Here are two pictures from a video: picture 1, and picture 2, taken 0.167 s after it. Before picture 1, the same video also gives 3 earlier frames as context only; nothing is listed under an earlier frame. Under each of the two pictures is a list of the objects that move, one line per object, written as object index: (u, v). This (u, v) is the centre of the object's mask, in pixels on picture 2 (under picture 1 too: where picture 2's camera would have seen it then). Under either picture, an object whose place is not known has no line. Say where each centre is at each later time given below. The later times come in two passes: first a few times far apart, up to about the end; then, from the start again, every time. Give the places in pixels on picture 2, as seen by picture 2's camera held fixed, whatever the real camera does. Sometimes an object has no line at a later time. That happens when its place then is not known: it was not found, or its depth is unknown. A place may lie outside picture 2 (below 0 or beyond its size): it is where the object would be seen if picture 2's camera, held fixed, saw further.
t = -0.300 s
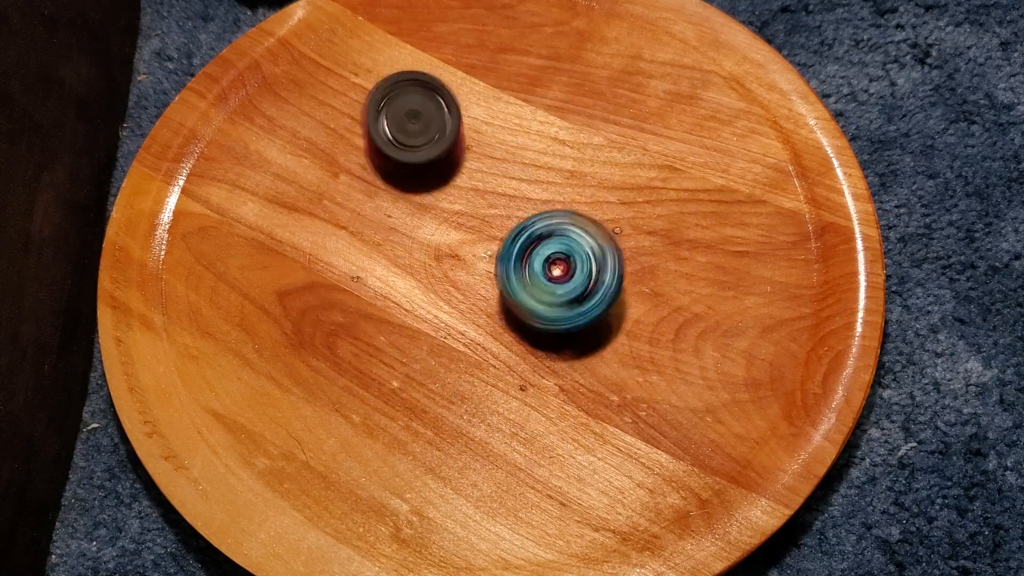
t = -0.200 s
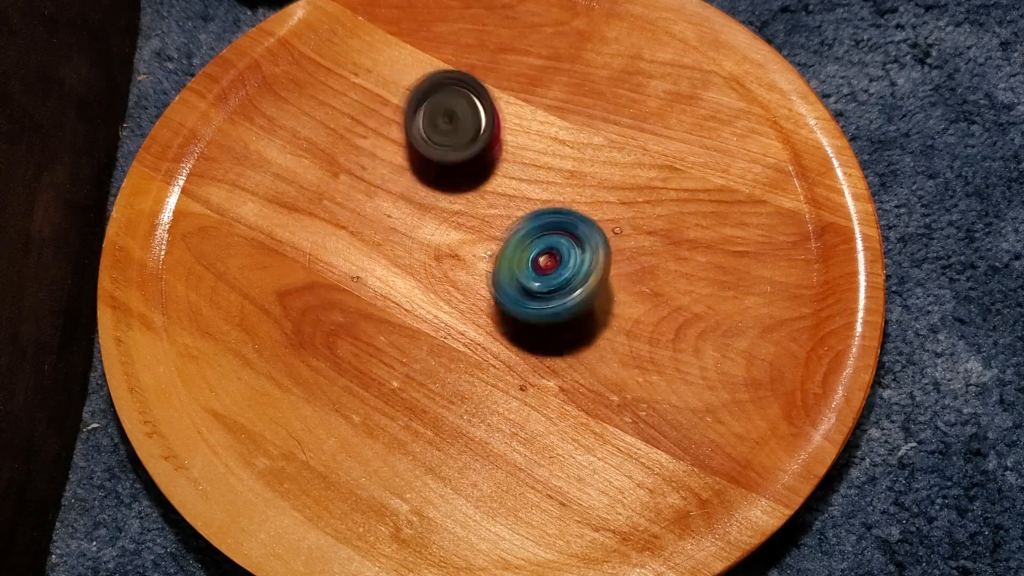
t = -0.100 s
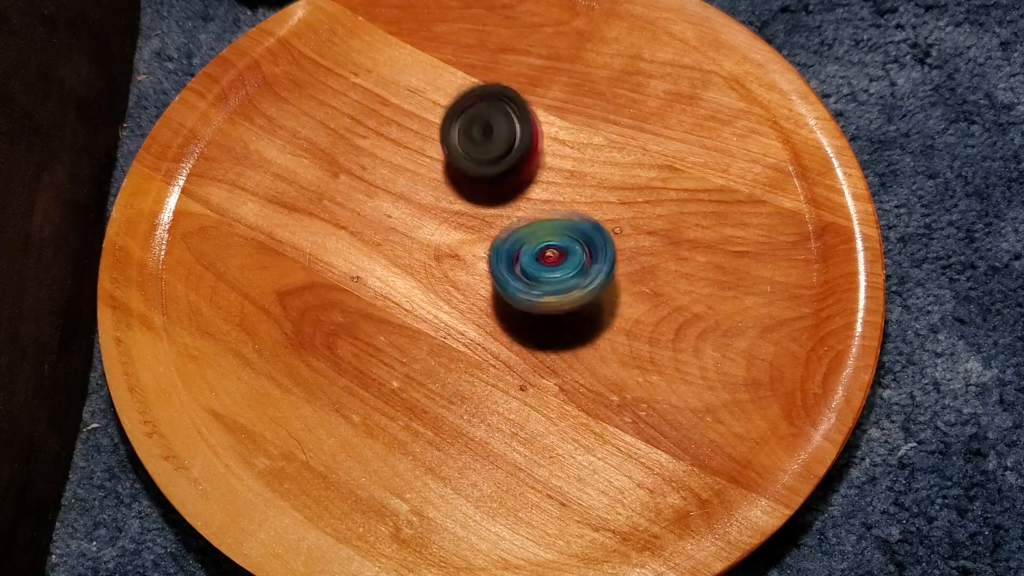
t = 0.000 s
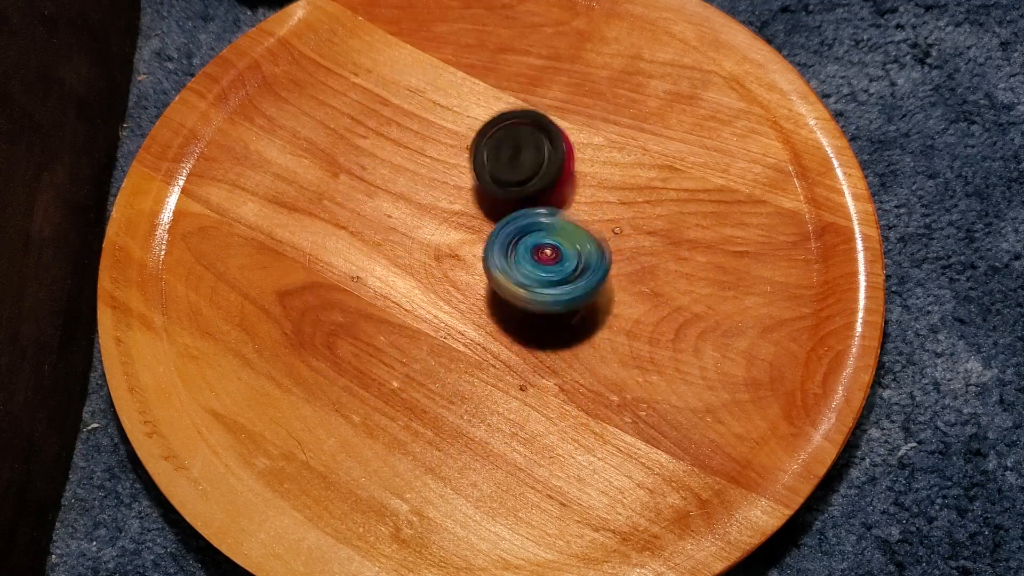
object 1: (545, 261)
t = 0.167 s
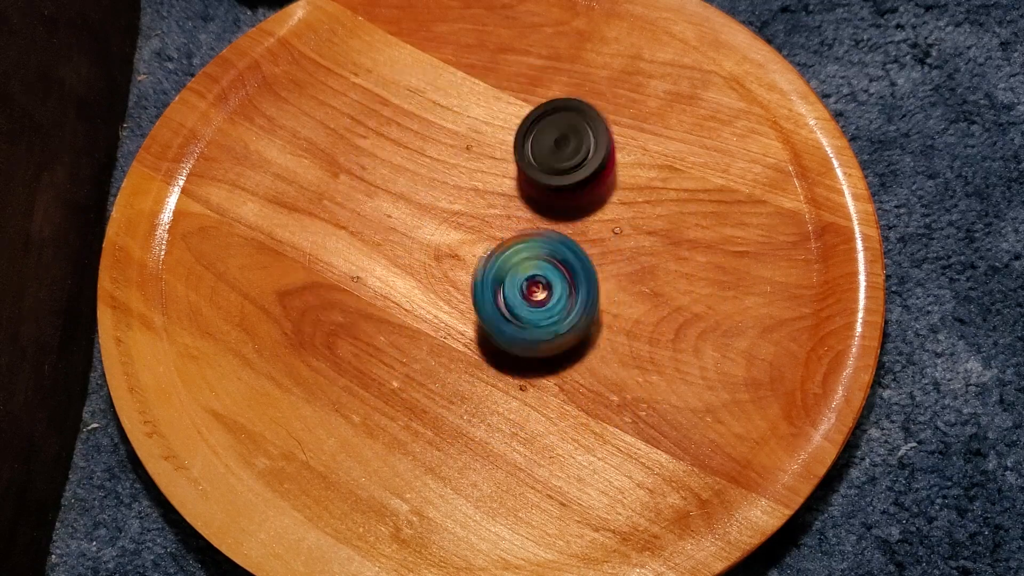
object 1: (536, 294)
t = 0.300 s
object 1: (532, 280)
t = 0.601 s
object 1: (512, 297)
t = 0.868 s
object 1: (441, 273)
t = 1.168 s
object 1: (477, 189)
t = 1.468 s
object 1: (426, 157)
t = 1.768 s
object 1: (398, 189)
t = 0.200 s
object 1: (529, 292)
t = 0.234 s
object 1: (526, 288)
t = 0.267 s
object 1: (528, 283)
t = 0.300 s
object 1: (532, 280)
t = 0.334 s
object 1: (537, 280)
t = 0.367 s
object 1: (537, 285)
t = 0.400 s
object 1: (526, 297)
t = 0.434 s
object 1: (515, 306)
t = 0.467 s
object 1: (508, 308)
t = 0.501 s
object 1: (506, 306)
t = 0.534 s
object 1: (502, 304)
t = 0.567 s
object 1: (506, 299)
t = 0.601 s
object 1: (512, 297)
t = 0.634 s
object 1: (516, 296)
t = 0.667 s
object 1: (519, 289)
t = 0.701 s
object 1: (521, 285)
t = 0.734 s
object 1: (504, 286)
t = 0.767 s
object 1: (478, 286)
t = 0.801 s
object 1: (464, 283)
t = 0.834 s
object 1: (451, 280)
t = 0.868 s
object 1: (441, 273)
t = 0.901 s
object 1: (437, 267)
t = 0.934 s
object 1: (435, 261)
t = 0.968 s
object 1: (437, 253)
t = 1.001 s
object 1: (442, 246)
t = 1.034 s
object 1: (449, 240)
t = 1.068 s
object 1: (456, 229)
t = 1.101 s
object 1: (464, 217)
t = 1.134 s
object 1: (472, 203)
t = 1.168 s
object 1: (477, 189)
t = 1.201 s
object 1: (478, 177)
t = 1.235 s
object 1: (476, 168)
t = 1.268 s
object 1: (469, 162)
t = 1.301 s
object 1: (460, 156)
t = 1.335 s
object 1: (452, 155)
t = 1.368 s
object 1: (445, 154)
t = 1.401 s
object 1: (438, 155)
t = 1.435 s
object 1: (431, 156)
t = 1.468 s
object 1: (426, 157)
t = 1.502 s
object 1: (422, 159)
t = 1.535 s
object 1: (419, 161)
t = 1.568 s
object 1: (415, 163)
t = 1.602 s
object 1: (411, 167)
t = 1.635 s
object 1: (406, 171)
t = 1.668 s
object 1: (402, 176)
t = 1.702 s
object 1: (399, 181)
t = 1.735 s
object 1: (401, 186)
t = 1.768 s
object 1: (398, 189)
